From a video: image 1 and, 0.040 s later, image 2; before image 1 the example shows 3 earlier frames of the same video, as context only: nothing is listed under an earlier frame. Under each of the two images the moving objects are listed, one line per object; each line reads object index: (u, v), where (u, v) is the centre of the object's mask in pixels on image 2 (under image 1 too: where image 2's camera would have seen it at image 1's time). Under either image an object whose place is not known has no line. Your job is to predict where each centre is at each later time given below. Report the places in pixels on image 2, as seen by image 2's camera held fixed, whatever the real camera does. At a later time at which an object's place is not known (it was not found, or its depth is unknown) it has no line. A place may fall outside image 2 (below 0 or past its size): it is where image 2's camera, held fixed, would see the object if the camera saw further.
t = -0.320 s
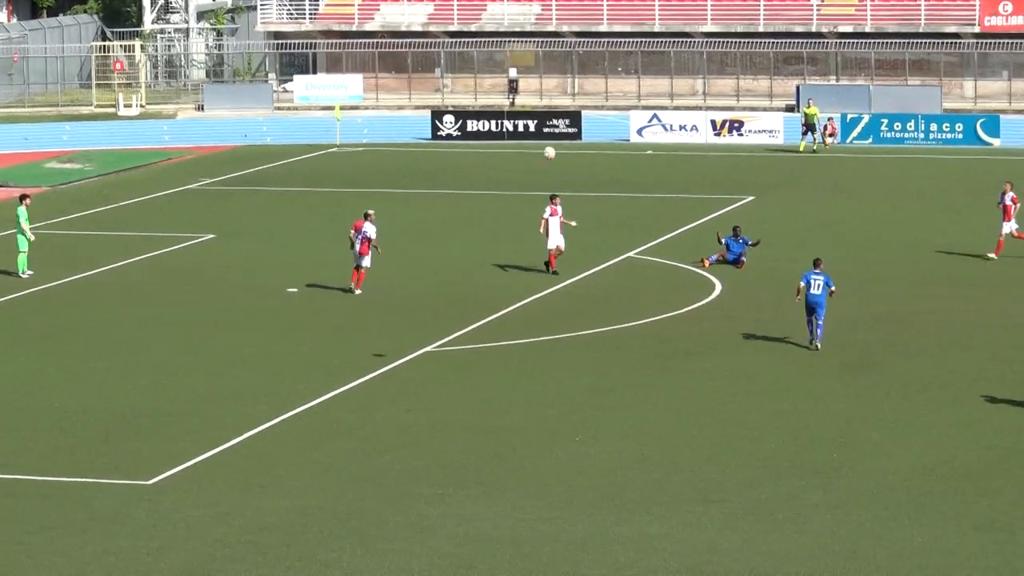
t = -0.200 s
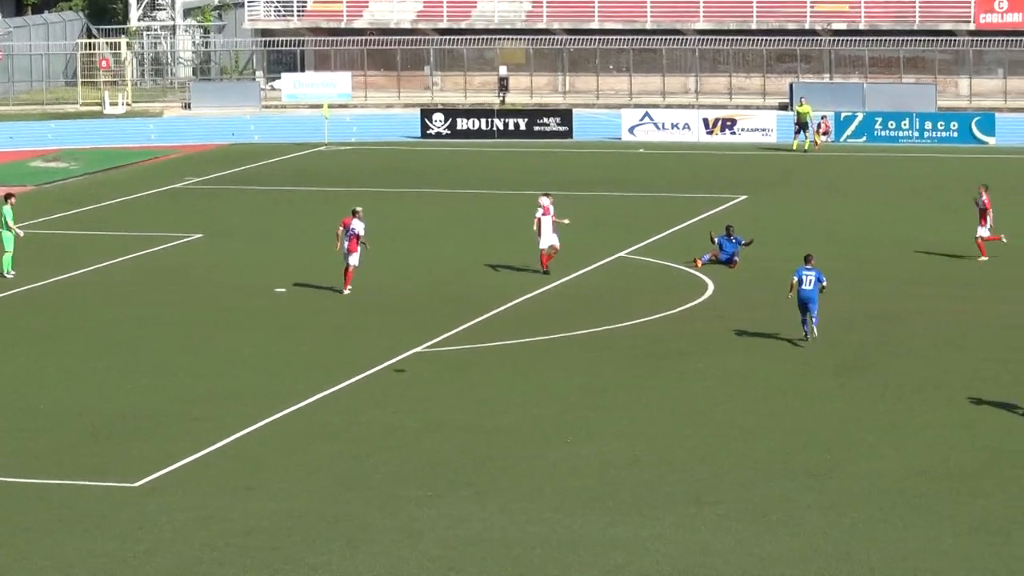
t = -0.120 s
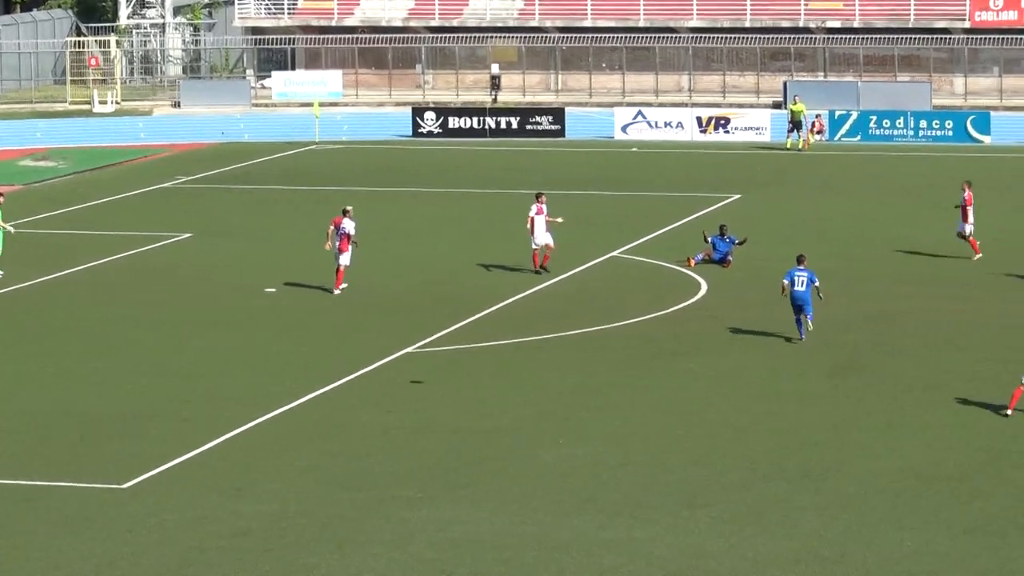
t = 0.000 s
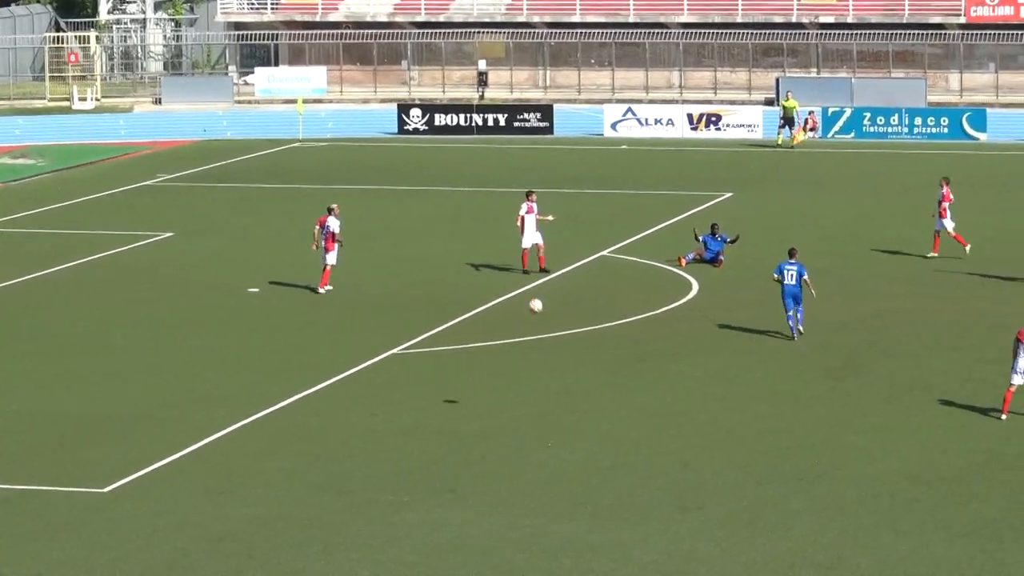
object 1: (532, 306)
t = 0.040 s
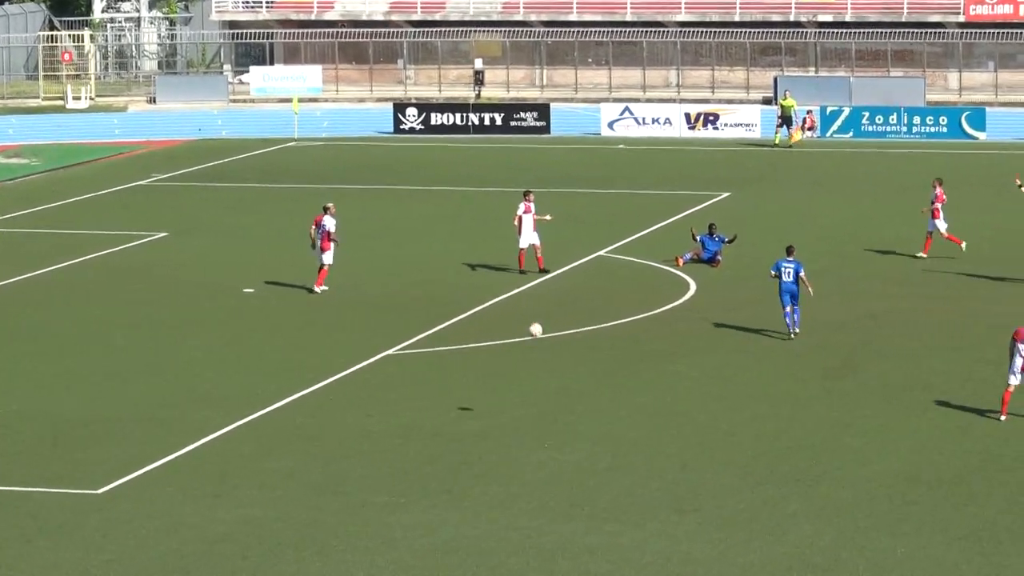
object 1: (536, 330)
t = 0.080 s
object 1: (538, 355)
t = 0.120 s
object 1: (542, 380)
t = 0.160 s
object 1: (546, 407)
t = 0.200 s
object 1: (549, 428)
